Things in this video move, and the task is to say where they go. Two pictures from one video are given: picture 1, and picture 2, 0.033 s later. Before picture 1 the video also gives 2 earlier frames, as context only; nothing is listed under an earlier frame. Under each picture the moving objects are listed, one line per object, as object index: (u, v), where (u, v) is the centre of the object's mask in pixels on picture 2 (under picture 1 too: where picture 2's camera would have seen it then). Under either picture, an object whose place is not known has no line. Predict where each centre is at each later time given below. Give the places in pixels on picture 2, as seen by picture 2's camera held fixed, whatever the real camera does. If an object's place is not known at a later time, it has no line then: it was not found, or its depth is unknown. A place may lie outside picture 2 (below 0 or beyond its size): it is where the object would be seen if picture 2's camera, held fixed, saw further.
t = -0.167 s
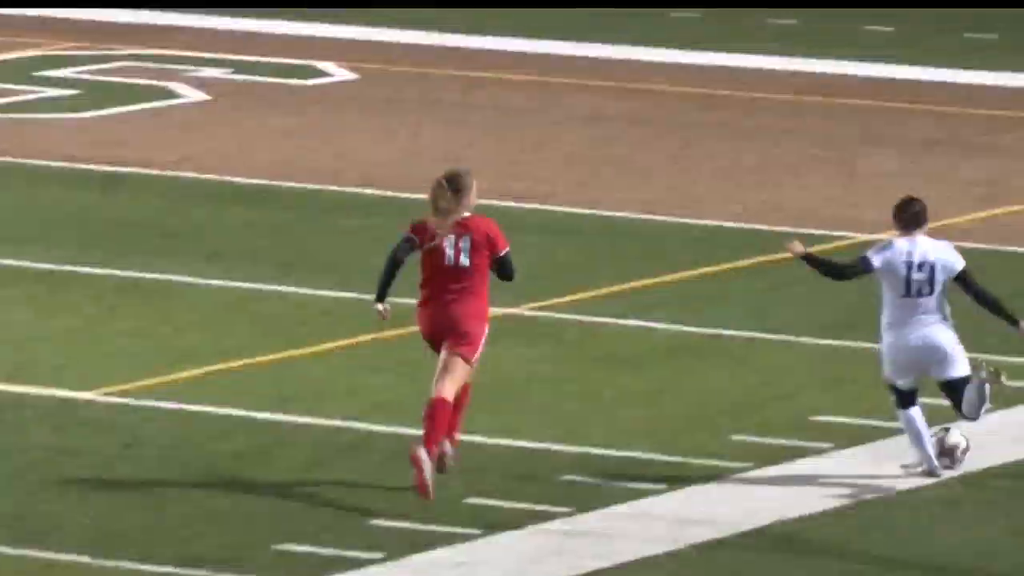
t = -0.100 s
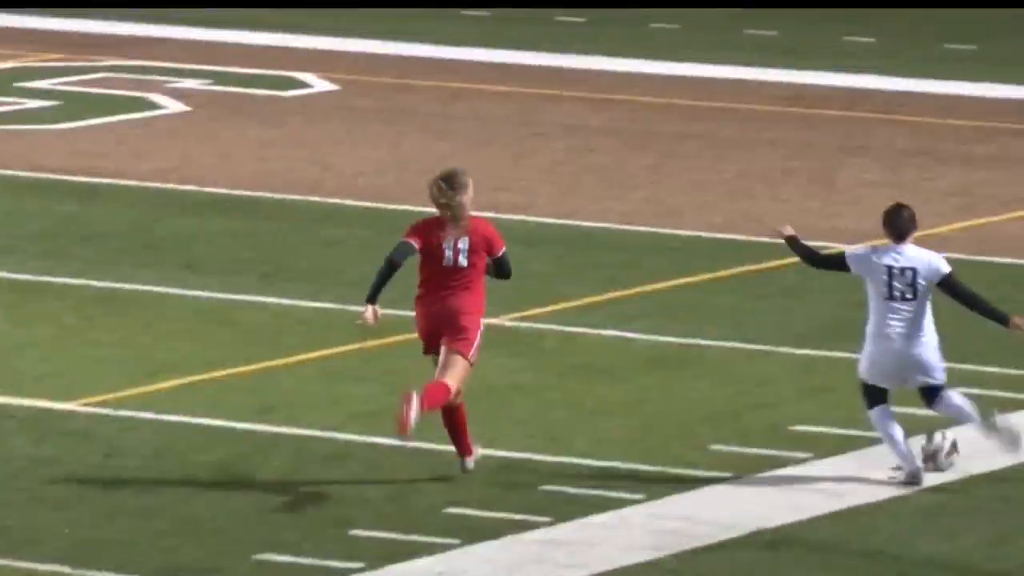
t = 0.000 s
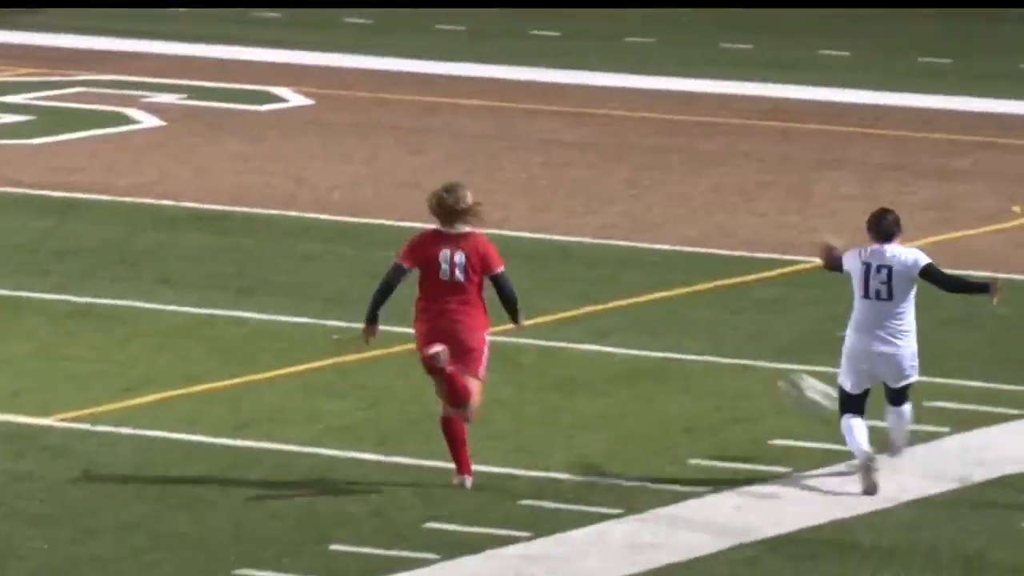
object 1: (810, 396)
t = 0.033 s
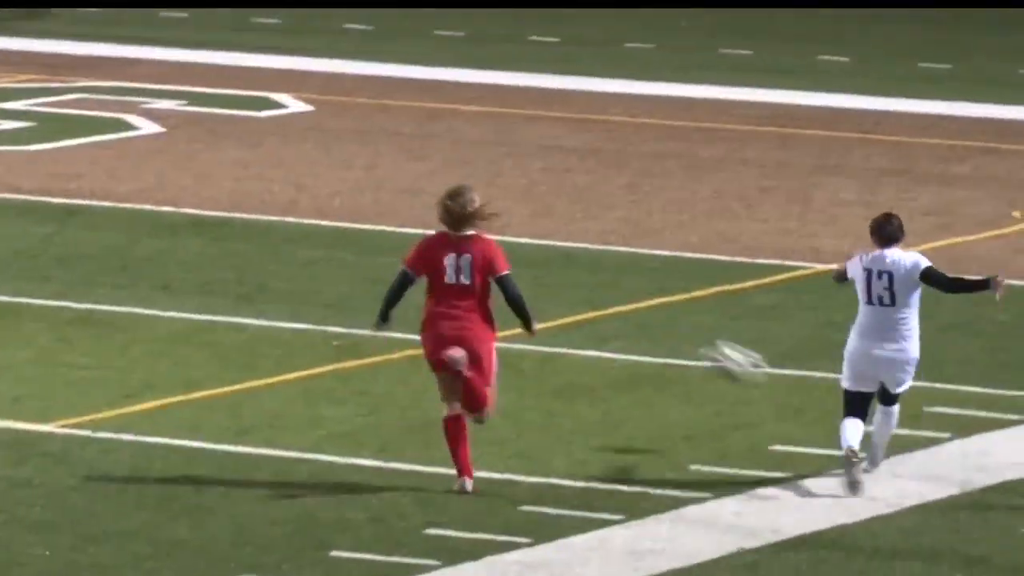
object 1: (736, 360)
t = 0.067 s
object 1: (662, 324)
